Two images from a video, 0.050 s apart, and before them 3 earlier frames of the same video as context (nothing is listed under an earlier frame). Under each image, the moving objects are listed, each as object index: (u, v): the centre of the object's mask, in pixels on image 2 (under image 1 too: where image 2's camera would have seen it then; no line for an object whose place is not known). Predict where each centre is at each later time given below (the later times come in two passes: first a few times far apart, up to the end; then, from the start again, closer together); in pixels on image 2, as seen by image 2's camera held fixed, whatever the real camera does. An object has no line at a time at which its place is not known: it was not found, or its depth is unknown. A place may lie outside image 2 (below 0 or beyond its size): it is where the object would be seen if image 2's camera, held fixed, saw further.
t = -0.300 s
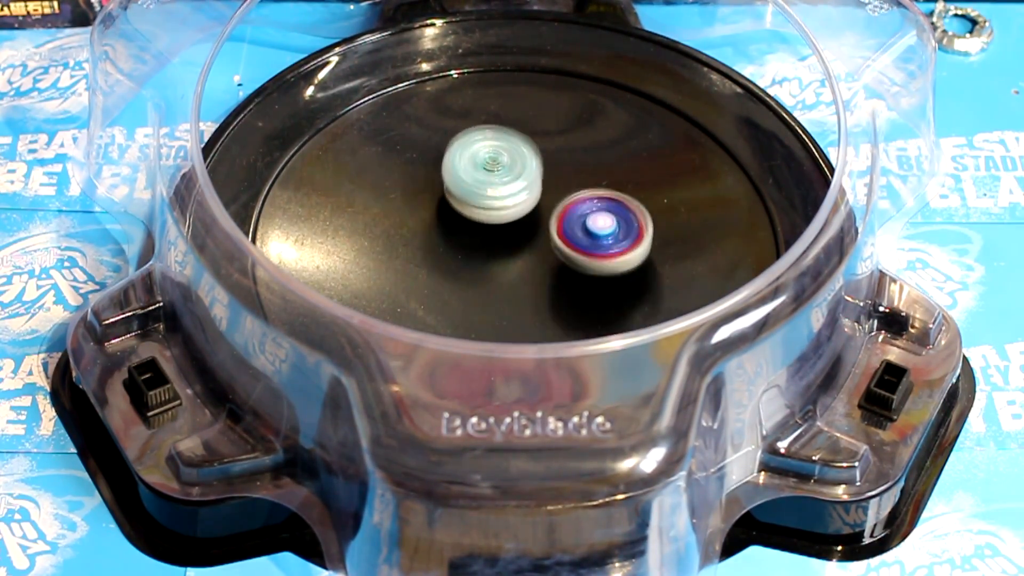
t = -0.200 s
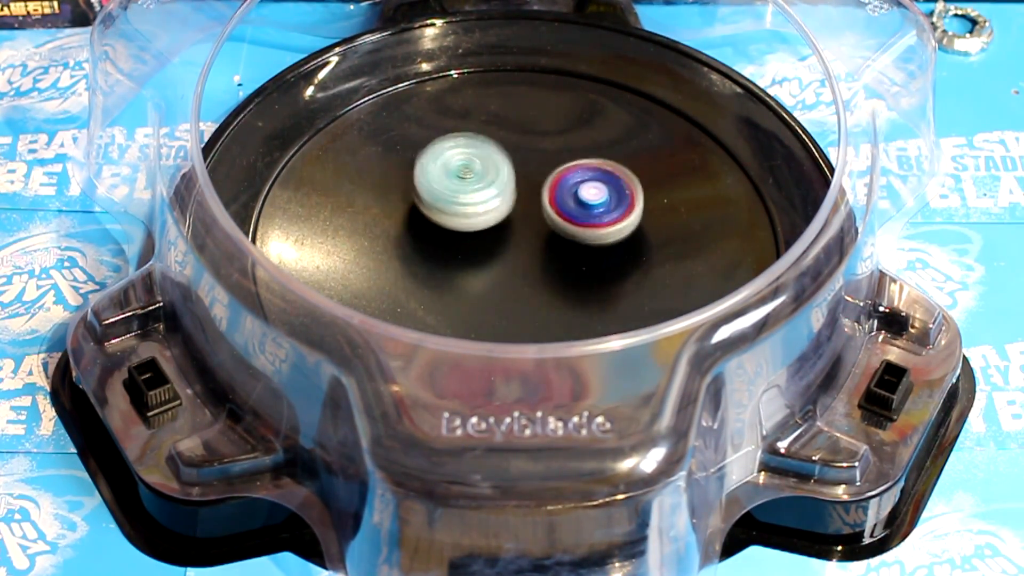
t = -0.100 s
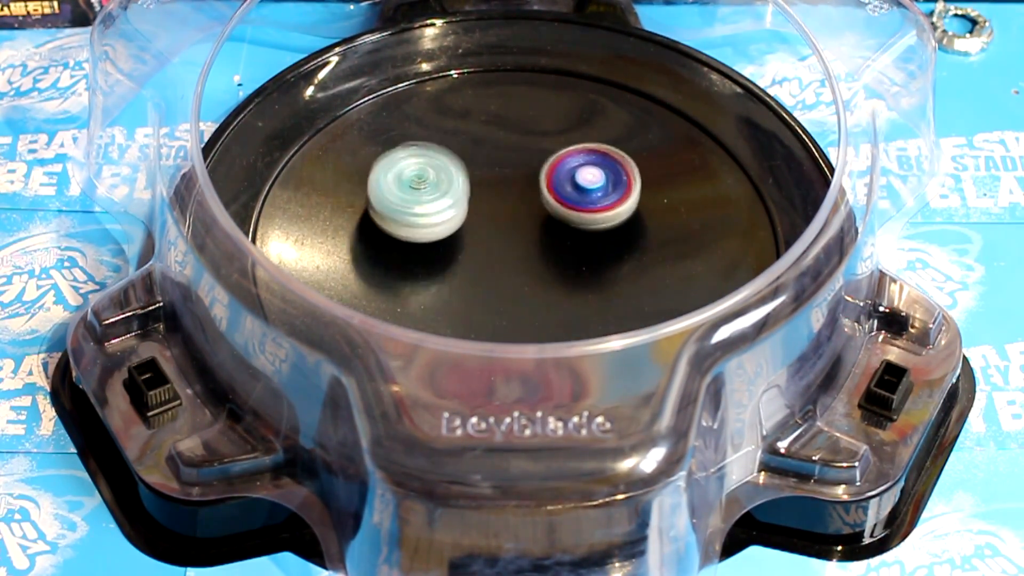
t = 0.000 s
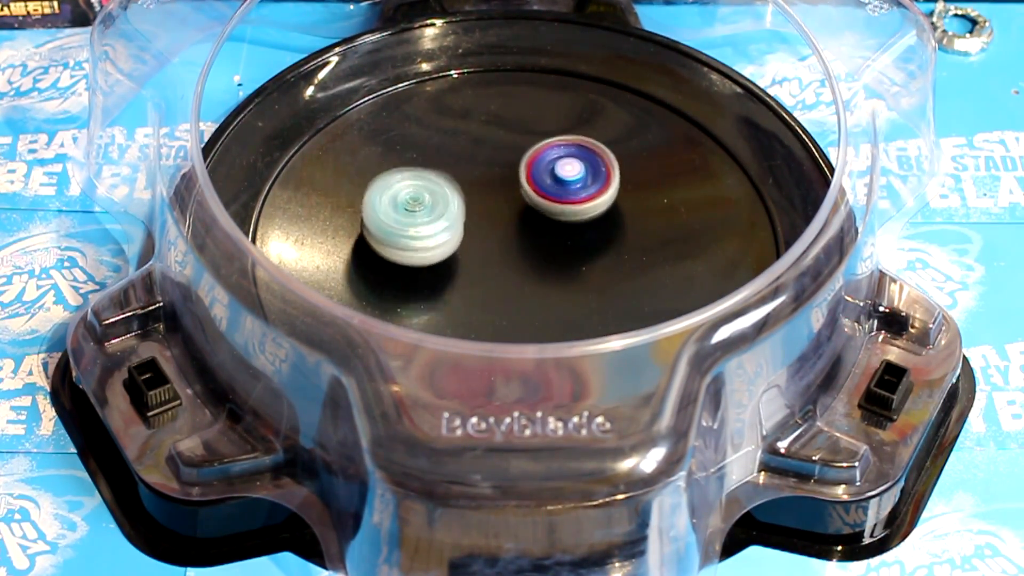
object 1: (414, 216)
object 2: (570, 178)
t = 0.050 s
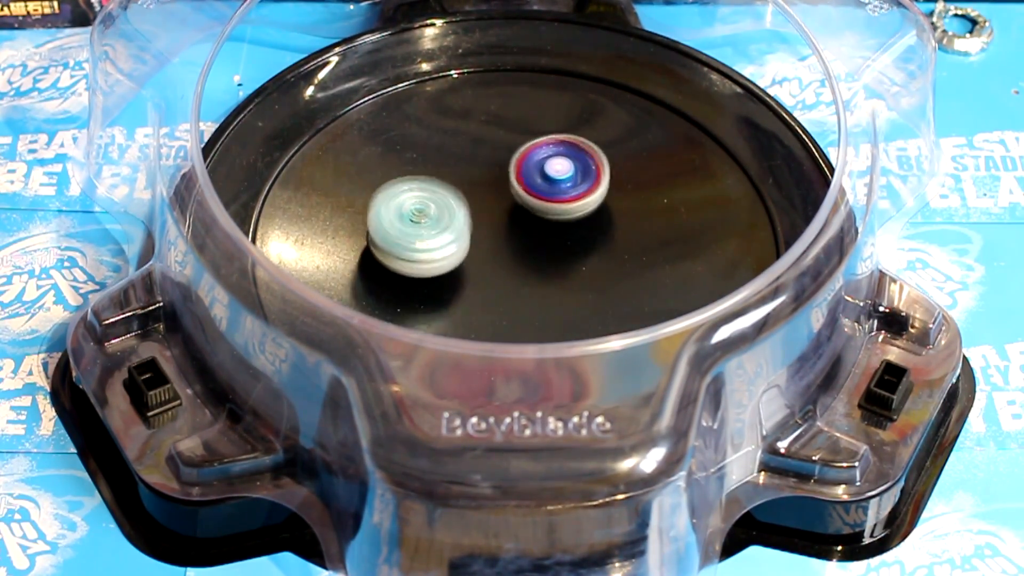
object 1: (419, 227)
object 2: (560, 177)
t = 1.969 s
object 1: (598, 188)
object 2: (548, 315)
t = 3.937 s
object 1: (470, 234)
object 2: (626, 263)
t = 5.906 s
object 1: (588, 281)
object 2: (486, 253)
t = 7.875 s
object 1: (454, 243)
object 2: (563, 287)
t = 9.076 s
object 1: (567, 152)
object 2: (437, 269)
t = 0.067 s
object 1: (421, 231)
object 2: (556, 177)
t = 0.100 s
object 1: (428, 238)
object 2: (550, 177)
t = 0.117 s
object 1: (432, 241)
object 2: (546, 177)
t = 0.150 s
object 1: (439, 245)
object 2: (539, 179)
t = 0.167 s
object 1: (443, 248)
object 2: (536, 179)
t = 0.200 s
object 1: (451, 253)
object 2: (530, 181)
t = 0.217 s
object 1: (456, 255)
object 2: (527, 183)
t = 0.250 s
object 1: (465, 258)
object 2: (522, 184)
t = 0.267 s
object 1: (469, 260)
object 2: (519, 186)
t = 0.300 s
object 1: (477, 263)
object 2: (514, 187)
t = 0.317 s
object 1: (478, 270)
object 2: (516, 183)
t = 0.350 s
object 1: (479, 284)
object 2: (523, 170)
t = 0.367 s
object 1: (480, 289)
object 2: (524, 165)
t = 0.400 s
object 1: (484, 296)
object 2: (524, 160)
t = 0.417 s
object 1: (487, 298)
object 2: (522, 158)
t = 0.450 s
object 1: (494, 301)
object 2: (515, 159)
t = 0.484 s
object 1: (501, 302)
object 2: (508, 161)
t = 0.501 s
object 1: (505, 302)
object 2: (505, 163)
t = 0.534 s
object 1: (513, 303)
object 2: (498, 167)
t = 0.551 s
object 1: (518, 302)
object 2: (495, 169)
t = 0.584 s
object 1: (526, 300)
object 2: (489, 175)
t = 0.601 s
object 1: (530, 299)
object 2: (487, 178)
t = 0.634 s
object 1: (538, 298)
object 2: (483, 186)
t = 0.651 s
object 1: (542, 296)
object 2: (482, 191)
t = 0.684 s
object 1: (548, 292)
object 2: (480, 200)
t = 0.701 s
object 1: (551, 290)
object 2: (480, 205)
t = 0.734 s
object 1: (557, 287)
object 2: (483, 216)
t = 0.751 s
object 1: (560, 285)
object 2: (485, 221)
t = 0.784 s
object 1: (571, 284)
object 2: (488, 226)
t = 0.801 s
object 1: (576, 286)
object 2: (490, 228)
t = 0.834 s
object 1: (588, 287)
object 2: (495, 232)
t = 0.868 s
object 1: (596, 286)
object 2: (507, 236)
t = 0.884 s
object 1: (600, 285)
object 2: (515, 237)
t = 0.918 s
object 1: (614, 286)
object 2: (518, 230)
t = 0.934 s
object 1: (621, 286)
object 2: (518, 226)
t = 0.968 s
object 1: (631, 284)
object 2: (518, 218)
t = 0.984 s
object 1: (634, 283)
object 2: (517, 214)
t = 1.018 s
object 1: (639, 281)
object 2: (513, 206)
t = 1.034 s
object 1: (641, 280)
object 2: (510, 204)
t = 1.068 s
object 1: (642, 275)
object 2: (503, 201)
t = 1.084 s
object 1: (642, 272)
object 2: (498, 200)
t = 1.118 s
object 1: (641, 268)
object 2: (489, 201)
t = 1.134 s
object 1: (641, 265)
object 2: (485, 203)
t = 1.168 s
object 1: (638, 259)
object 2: (478, 209)
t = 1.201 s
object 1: (634, 255)
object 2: (473, 218)
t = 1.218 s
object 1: (633, 253)
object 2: (473, 222)
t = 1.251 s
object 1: (628, 248)
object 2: (476, 232)
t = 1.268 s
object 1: (625, 246)
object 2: (479, 237)
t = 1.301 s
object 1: (620, 243)
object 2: (489, 246)
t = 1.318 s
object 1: (617, 242)
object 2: (496, 250)
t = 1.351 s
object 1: (613, 238)
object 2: (509, 255)
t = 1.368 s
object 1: (618, 236)
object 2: (503, 257)
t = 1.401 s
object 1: (627, 233)
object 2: (496, 261)
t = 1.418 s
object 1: (629, 231)
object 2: (494, 262)
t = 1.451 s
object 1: (631, 228)
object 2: (492, 267)
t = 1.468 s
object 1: (630, 227)
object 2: (492, 269)
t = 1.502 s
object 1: (628, 226)
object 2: (497, 274)
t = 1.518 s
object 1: (626, 224)
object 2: (500, 275)
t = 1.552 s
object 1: (621, 224)
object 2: (508, 277)
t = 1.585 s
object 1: (616, 223)
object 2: (517, 278)
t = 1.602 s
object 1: (612, 222)
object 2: (521, 277)
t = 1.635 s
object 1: (610, 220)
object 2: (522, 276)
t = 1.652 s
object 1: (620, 213)
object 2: (510, 280)
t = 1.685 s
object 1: (631, 202)
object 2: (493, 289)
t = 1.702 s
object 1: (634, 197)
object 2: (487, 292)
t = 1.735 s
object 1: (639, 191)
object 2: (476, 300)
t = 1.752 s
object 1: (639, 188)
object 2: (474, 303)
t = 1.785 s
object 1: (636, 184)
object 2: (474, 309)
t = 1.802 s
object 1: (634, 184)
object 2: (475, 311)
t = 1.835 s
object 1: (629, 182)
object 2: (484, 317)
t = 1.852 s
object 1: (625, 182)
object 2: (491, 319)
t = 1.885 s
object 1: (618, 183)
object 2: (506, 321)
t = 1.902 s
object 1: (615, 183)
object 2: (515, 321)
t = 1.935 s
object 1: (606, 185)
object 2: (532, 319)
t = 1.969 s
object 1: (598, 188)
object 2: (548, 315)
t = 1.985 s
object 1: (595, 188)
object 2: (555, 311)
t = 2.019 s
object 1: (586, 191)
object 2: (563, 302)
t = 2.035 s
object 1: (582, 193)
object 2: (566, 297)
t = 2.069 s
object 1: (575, 195)
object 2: (565, 279)
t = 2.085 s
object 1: (576, 191)
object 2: (556, 279)
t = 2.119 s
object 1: (584, 156)
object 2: (524, 306)
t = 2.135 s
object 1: (586, 140)
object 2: (510, 314)
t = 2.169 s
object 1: (591, 111)
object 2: (490, 338)
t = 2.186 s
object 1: (592, 97)
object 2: (482, 355)
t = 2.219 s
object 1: (592, 77)
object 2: (475, 364)
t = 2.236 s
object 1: (591, 71)
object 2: (478, 369)
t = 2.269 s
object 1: (586, 61)
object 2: (488, 379)
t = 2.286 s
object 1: (582, 60)
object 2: (495, 383)
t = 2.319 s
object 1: (574, 62)
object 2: (513, 385)
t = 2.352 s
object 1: (563, 66)
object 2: (533, 384)
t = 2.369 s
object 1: (556, 70)
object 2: (544, 384)
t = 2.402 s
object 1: (546, 78)
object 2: (561, 370)
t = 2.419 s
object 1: (541, 84)
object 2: (567, 361)
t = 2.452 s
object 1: (531, 96)
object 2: (574, 339)
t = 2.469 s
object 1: (524, 103)
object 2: (574, 329)
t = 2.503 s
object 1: (515, 119)
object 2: (567, 308)
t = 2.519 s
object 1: (512, 125)
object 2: (562, 302)
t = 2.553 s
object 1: (504, 142)
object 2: (546, 282)
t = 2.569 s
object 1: (499, 151)
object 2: (535, 273)
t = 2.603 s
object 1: (494, 166)
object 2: (510, 256)
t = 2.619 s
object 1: (492, 171)
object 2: (493, 254)
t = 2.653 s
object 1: (498, 150)
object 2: (450, 291)
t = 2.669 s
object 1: (500, 138)
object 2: (433, 301)
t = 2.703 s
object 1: (507, 121)
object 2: (400, 340)
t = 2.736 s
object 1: (513, 109)
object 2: (381, 370)
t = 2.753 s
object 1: (517, 105)
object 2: (379, 379)
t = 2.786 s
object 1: (522, 101)
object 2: (400, 387)
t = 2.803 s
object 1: (524, 102)
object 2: (407, 396)
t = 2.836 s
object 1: (527, 105)
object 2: (428, 414)
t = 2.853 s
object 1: (527, 109)
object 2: (436, 422)
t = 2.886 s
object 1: (527, 118)
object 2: (457, 436)
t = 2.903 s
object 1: (525, 123)
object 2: (469, 442)
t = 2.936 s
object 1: (524, 136)
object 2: (490, 449)
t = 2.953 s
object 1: (523, 140)
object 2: (500, 450)
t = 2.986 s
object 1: (520, 155)
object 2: (521, 448)
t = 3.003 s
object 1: (520, 160)
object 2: (530, 445)
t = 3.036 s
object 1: (518, 173)
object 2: (551, 434)
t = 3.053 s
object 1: (518, 180)
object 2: (560, 426)
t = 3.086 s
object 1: (518, 191)
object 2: (576, 407)
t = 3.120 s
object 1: (520, 203)
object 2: (596, 387)
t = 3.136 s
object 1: (520, 207)
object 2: (604, 381)
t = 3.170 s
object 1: (522, 218)
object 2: (611, 355)
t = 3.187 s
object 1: (524, 221)
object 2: (610, 333)
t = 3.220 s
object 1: (526, 229)
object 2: (600, 305)
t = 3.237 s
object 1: (528, 231)
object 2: (597, 298)
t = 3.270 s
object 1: (517, 218)
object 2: (603, 295)
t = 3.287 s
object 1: (511, 208)
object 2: (607, 295)
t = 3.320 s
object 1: (496, 188)
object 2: (611, 292)
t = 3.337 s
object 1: (491, 180)
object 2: (610, 288)
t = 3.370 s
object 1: (480, 166)
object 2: (602, 275)
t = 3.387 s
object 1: (477, 162)
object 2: (595, 267)
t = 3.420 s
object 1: (470, 154)
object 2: (576, 252)
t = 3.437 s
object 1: (467, 154)
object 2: (563, 246)
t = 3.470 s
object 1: (464, 154)
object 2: (534, 236)
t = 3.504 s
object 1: (459, 156)
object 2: (505, 234)
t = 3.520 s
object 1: (456, 153)
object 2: (493, 242)
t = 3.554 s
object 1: (449, 150)
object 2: (472, 259)
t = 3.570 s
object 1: (447, 149)
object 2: (464, 269)
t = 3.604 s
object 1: (442, 153)
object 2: (455, 289)
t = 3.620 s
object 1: (442, 155)
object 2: (454, 298)
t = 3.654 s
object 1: (439, 162)
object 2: (461, 311)
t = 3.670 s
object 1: (439, 166)
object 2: (468, 316)
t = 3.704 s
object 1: (439, 174)
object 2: (489, 343)
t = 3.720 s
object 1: (439, 179)
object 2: (503, 344)
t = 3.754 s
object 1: (441, 188)
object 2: (534, 358)
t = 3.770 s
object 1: (443, 193)
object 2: (550, 358)
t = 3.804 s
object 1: (447, 201)
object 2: (581, 342)
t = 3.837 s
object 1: (452, 212)
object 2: (607, 326)
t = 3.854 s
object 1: (455, 214)
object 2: (612, 309)
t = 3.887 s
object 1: (460, 224)
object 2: (626, 295)
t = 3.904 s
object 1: (464, 226)
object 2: (629, 287)
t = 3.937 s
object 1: (470, 234)
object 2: (626, 263)
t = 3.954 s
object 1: (474, 236)
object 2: (620, 252)
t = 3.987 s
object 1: (480, 242)
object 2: (604, 231)
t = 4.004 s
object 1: (484, 244)
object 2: (593, 222)
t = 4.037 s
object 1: (478, 252)
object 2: (581, 201)
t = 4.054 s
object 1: (469, 255)
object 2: (583, 191)
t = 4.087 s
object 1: (451, 264)
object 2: (579, 171)
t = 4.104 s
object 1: (445, 269)
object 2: (575, 164)
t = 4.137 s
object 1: (436, 278)
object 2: (559, 150)
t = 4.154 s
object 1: (433, 282)
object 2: (550, 144)
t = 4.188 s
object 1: (431, 287)
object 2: (526, 135)
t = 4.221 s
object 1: (435, 291)
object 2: (498, 131)
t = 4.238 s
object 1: (437, 294)
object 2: (483, 132)
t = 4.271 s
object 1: (444, 297)
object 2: (454, 137)
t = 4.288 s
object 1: (447, 300)
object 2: (441, 143)
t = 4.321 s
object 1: (456, 302)
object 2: (418, 158)
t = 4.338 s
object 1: (458, 304)
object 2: (410, 168)
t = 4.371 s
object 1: (468, 305)
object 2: (399, 190)
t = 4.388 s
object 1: (471, 307)
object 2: (397, 203)
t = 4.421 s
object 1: (480, 307)
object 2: (399, 228)
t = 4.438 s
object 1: (483, 307)
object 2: (405, 240)
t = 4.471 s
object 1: (497, 310)
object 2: (415, 256)
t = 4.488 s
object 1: (511, 328)
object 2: (414, 254)
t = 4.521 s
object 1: (539, 342)
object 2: (420, 254)
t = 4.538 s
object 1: (551, 345)
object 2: (426, 255)
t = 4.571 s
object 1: (577, 355)
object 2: (442, 257)
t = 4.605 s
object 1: (598, 356)
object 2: (459, 257)
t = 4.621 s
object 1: (608, 355)
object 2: (469, 257)
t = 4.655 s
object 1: (622, 353)
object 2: (485, 252)
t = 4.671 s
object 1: (629, 349)
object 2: (492, 248)
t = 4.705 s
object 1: (638, 344)
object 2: (507, 240)
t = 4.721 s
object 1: (641, 342)
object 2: (513, 234)
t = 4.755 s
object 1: (646, 332)
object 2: (523, 224)
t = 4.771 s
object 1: (647, 326)
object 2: (526, 219)
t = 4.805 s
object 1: (649, 319)
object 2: (533, 208)
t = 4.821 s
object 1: (648, 314)
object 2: (535, 202)
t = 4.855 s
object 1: (648, 305)
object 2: (536, 188)
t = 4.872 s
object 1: (645, 301)
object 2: (534, 182)
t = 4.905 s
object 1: (641, 290)
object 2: (528, 170)
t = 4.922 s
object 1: (638, 289)
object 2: (524, 165)
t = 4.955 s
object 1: (634, 284)
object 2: (514, 160)
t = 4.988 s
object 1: (628, 280)
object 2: (503, 158)
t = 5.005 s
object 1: (625, 277)
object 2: (498, 158)
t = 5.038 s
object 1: (619, 272)
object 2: (487, 163)
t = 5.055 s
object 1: (614, 269)
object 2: (483, 166)
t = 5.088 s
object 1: (608, 265)
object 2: (478, 174)
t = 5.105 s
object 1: (603, 263)
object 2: (477, 179)
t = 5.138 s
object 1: (597, 259)
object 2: (477, 189)
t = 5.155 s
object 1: (592, 258)
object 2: (478, 195)
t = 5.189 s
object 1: (585, 255)
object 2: (484, 205)
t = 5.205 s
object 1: (581, 255)
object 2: (487, 211)
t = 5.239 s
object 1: (580, 256)
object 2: (487, 216)
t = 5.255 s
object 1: (580, 259)
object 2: (486, 217)
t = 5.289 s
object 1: (579, 260)
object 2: (486, 221)
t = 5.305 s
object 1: (582, 265)
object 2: (485, 222)
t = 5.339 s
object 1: (587, 271)
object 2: (483, 226)
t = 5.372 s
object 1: (590, 275)
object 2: (487, 230)
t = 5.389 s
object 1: (589, 278)
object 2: (491, 232)
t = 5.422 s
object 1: (589, 280)
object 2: (501, 233)
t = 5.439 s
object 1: (589, 284)
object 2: (504, 231)
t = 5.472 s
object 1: (599, 290)
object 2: (495, 215)
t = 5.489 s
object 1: (604, 293)
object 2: (490, 208)
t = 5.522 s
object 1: (608, 296)
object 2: (477, 195)
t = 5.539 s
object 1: (611, 297)
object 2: (468, 189)
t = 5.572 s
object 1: (613, 299)
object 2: (451, 180)
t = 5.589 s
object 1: (614, 299)
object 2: (441, 177)
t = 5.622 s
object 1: (615, 299)
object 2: (421, 174)
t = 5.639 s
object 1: (615, 298)
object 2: (412, 175)
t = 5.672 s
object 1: (614, 296)
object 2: (397, 182)
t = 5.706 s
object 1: (612, 295)
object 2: (388, 194)
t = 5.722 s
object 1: (611, 294)
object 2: (387, 202)
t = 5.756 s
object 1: (608, 292)
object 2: (391, 219)
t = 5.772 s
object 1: (607, 291)
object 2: (397, 227)
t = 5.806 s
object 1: (603, 289)
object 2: (414, 241)
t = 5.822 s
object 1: (601, 287)
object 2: (425, 246)
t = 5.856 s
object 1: (595, 285)
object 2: (449, 253)
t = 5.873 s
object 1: (592, 283)
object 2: (462, 254)
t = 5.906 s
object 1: (588, 281)
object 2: (486, 253)
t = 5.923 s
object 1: (589, 282)
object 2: (492, 248)
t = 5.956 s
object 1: (595, 282)
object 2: (506, 236)
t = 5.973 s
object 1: (596, 283)
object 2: (512, 230)
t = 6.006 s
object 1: (594, 282)
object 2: (523, 216)
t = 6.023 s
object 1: (595, 282)
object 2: (528, 209)
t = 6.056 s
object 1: (591, 281)
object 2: (533, 194)
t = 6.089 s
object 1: (587, 279)
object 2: (533, 178)
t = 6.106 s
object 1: (586, 279)
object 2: (532, 170)
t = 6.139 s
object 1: (581, 278)
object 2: (525, 157)
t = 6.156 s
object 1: (579, 278)
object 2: (521, 151)
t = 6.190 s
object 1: (574, 277)
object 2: (508, 144)
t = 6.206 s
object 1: (572, 276)
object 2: (501, 142)
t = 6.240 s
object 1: (567, 275)
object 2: (490, 143)
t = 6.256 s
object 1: (565, 274)
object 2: (485, 144)
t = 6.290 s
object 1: (560, 274)
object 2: (476, 151)
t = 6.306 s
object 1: (557, 273)
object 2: (474, 157)
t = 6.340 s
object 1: (553, 272)
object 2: (471, 168)
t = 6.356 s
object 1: (550, 272)
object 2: (470, 174)
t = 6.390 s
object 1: (546, 271)
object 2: (474, 188)
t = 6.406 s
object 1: (544, 272)
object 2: (477, 195)
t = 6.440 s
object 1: (541, 277)
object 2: (483, 202)
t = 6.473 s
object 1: (552, 299)
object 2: (477, 176)
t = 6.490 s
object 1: (557, 307)
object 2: (474, 164)
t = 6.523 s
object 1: (565, 338)
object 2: (468, 146)
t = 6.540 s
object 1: (568, 344)
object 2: (463, 139)
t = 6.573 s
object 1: (575, 362)
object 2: (453, 128)
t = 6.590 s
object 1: (578, 366)
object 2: (447, 123)
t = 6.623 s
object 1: (580, 371)
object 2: (435, 116)
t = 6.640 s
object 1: (581, 370)
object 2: (429, 114)
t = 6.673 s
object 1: (585, 370)
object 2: (418, 114)
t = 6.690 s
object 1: (586, 370)
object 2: (413, 117)
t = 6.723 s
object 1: (589, 366)
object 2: (408, 126)
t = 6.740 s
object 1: (590, 365)
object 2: (407, 131)
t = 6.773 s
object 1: (591, 360)
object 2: (411, 144)
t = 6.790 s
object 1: (592, 356)
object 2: (415, 152)
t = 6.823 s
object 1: (590, 350)
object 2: (426, 167)
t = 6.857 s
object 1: (590, 342)
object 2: (441, 180)
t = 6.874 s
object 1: (589, 337)
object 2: (450, 186)
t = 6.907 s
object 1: (588, 330)
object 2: (469, 196)
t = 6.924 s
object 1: (586, 326)
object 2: (479, 199)
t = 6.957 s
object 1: (580, 309)
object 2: (499, 206)
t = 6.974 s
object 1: (581, 314)
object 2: (509, 208)
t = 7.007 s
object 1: (575, 304)
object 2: (529, 213)
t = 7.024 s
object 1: (574, 302)
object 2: (539, 214)
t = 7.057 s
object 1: (569, 299)
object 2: (559, 214)
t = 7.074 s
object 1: (565, 296)
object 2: (570, 213)
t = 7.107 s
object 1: (557, 295)
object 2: (592, 210)
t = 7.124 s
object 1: (551, 297)
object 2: (603, 209)
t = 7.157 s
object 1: (539, 298)
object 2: (623, 205)
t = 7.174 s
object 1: (534, 299)
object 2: (632, 204)
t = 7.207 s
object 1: (523, 299)
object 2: (650, 201)
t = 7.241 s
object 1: (514, 299)
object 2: (668, 196)
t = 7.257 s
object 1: (511, 298)
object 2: (676, 194)
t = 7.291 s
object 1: (503, 298)
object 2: (692, 189)
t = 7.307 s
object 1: (500, 296)
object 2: (699, 186)
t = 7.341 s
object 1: (496, 294)
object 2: (711, 179)
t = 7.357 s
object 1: (493, 294)
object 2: (715, 175)
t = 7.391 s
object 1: (489, 291)
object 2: (719, 169)
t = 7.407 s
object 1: (488, 289)
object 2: (719, 166)
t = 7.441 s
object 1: (485, 287)
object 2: (715, 163)
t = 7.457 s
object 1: (484, 284)
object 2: (712, 162)
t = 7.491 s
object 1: (481, 282)
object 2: (702, 164)
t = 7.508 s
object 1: (479, 281)
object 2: (697, 166)
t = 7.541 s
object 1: (476, 277)
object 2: (684, 171)
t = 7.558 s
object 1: (475, 277)
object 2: (676, 175)
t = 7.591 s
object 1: (474, 274)
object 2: (659, 185)
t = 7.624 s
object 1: (471, 271)
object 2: (642, 196)
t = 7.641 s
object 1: (471, 269)
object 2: (635, 202)
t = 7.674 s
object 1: (469, 266)
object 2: (621, 214)
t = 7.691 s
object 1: (469, 263)
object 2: (615, 219)
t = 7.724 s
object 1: (469, 260)
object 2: (603, 231)
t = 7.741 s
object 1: (467, 260)
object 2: (596, 237)
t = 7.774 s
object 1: (466, 256)
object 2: (584, 249)
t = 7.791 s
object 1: (466, 255)
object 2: (578, 255)
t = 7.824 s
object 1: (462, 251)
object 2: (572, 268)
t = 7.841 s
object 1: (459, 247)
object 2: (569, 274)
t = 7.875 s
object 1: (454, 243)
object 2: (563, 287)
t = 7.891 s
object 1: (452, 242)
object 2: (559, 294)
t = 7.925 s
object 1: (449, 238)
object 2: (553, 304)
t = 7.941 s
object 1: (449, 237)
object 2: (551, 308)
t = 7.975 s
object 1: (449, 234)
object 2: (547, 315)
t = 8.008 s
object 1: (450, 231)
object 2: (542, 321)
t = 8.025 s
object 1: (450, 229)
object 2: (541, 324)
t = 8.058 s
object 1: (451, 226)
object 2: (541, 346)
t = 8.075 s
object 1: (451, 224)
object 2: (540, 359)
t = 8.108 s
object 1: (453, 221)
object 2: (543, 368)
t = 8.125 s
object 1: (454, 221)
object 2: (545, 371)
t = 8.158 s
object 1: (457, 219)
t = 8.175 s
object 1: (458, 217)
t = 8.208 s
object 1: (460, 215)
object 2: (558, 382)
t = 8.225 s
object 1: (461, 212)
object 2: (560, 381)
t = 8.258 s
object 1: (464, 210)
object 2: (566, 379)
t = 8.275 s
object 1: (466, 210)
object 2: (566, 369)
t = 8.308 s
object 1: (469, 208)
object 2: (567, 360)
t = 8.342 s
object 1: (472, 205)
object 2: (566, 344)
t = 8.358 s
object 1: (474, 204)
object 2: (564, 340)
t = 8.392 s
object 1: (478, 202)
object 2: (554, 319)
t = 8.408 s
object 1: (480, 200)
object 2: (551, 316)
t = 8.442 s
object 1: (485, 199)
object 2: (544, 310)
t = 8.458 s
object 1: (487, 200)
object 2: (539, 306)
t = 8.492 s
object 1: (490, 198)
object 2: (530, 298)
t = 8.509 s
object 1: (493, 198)
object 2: (525, 292)
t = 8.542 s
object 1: (497, 196)
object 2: (514, 282)
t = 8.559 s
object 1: (500, 193)
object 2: (508, 277)
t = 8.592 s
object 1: (511, 182)
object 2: (491, 280)
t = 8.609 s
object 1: (517, 174)
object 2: (483, 283)
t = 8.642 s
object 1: (528, 157)
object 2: (465, 284)
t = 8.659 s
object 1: (533, 149)
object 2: (458, 283)
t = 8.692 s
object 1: (542, 137)
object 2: (443, 280)
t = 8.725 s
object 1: (549, 127)
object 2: (429, 278)
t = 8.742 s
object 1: (552, 123)
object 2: (421, 277)
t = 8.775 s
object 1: (557, 118)
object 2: (409, 276)
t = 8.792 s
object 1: (559, 116)
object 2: (402, 276)
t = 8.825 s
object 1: (563, 114)
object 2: (394, 276)
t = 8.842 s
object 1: (564, 113)
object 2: (392, 277)
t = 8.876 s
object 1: (566, 114)
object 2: (391, 277)
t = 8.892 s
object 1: (567, 116)
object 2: (391, 278)
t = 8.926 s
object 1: (568, 120)
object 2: (394, 278)
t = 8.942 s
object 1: (568, 121)
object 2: (397, 278)
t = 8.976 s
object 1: (568, 128)
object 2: (402, 278)
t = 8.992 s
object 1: (567, 131)
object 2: (406, 278)
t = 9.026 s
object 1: (567, 139)
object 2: (418, 275)
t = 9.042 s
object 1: (567, 143)
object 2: (424, 273)
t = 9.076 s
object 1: (567, 152)
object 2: (437, 269)
